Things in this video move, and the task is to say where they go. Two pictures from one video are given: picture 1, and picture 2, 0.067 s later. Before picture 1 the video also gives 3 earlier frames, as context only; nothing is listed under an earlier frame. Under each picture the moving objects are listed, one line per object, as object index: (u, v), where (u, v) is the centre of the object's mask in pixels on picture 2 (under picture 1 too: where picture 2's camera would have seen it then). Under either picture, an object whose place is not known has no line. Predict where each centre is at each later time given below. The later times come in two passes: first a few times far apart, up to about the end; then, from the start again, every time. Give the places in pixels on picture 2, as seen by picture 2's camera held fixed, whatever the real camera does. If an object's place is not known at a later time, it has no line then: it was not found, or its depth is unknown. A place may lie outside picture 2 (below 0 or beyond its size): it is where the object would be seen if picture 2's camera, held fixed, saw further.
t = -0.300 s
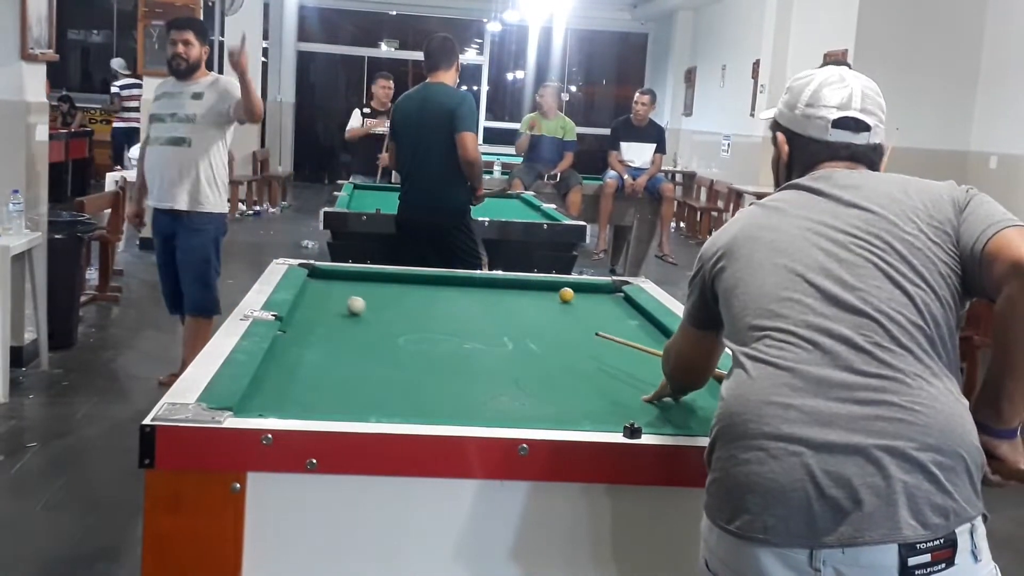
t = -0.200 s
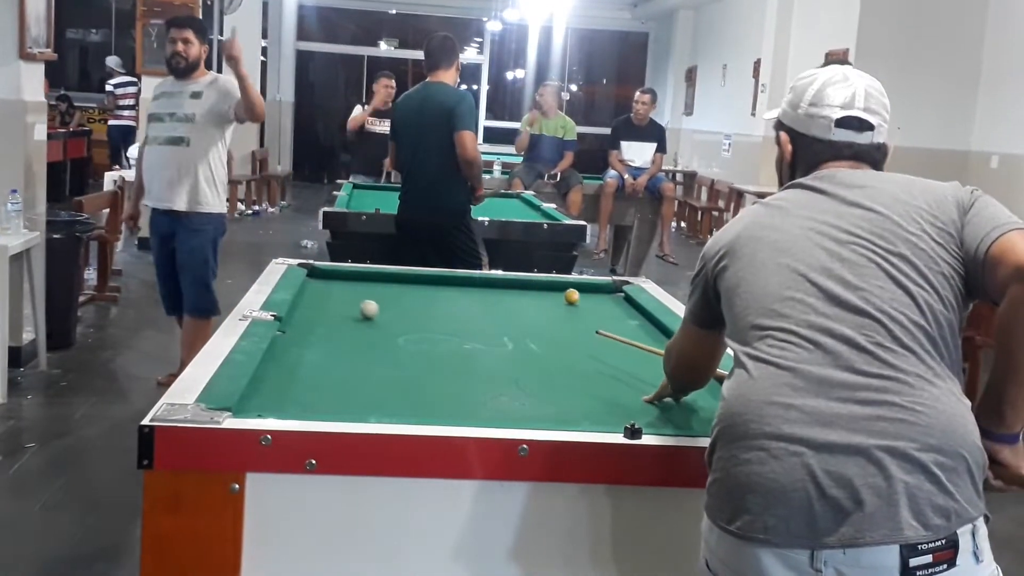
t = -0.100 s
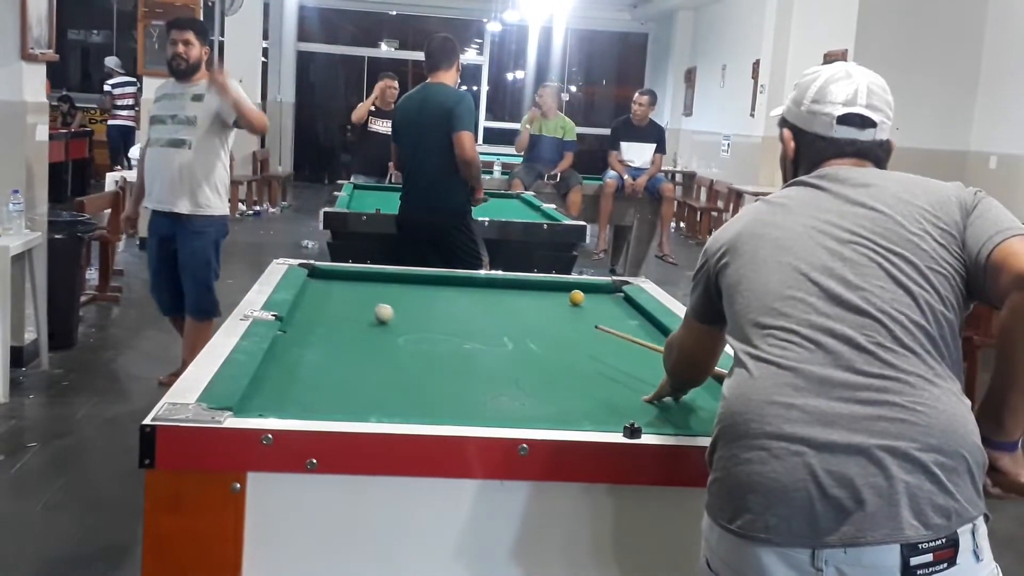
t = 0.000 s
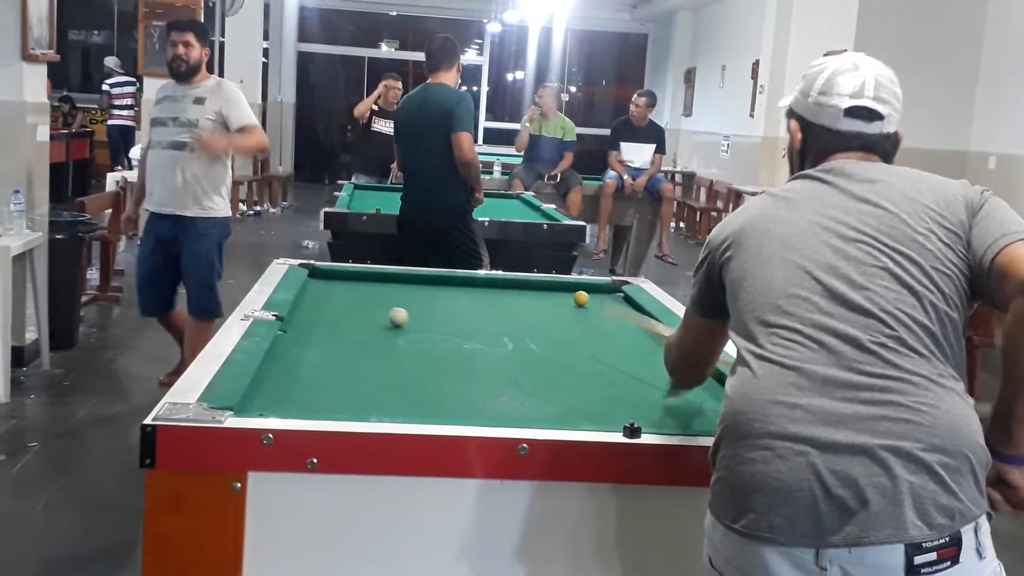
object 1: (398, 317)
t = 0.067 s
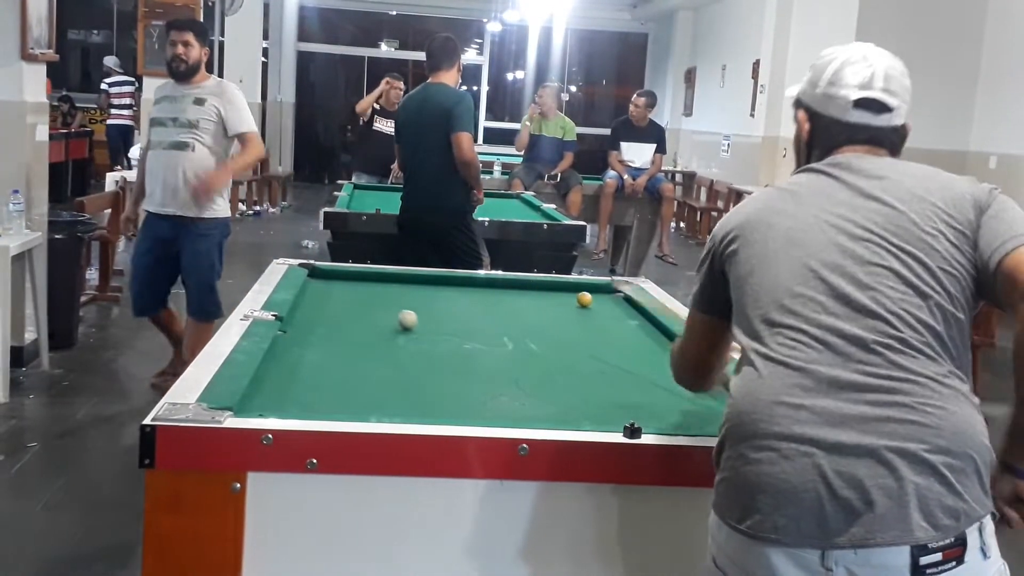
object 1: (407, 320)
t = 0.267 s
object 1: (436, 328)
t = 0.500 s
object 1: (470, 337)
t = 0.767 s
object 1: (511, 348)
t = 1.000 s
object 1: (547, 359)
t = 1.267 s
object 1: (588, 370)
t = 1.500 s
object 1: (629, 380)
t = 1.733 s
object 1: (662, 390)
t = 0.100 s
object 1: (412, 322)
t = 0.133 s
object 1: (417, 323)
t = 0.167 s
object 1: (422, 324)
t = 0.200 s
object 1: (427, 326)
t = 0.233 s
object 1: (432, 327)
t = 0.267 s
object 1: (436, 328)
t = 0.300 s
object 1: (441, 329)
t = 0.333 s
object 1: (446, 331)
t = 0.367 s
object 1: (451, 332)
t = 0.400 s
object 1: (456, 334)
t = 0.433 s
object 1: (461, 335)
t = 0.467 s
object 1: (466, 336)
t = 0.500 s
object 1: (470, 337)
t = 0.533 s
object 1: (476, 339)
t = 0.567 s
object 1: (481, 341)
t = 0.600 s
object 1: (485, 342)
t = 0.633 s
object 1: (490, 343)
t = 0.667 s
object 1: (496, 344)
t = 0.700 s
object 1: (501, 346)
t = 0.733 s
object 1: (506, 347)
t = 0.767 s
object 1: (511, 348)
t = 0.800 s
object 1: (516, 350)
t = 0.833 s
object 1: (521, 351)
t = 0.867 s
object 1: (526, 353)
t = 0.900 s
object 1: (531, 354)
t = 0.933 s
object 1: (536, 356)
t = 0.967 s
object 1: (542, 357)
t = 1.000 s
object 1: (547, 359)
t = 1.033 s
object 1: (552, 360)
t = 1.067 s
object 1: (557, 361)
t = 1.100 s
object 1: (562, 363)
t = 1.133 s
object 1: (567, 364)
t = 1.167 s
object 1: (573, 366)
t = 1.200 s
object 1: (578, 367)
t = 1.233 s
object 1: (583, 368)
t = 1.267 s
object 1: (588, 370)
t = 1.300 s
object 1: (594, 371)
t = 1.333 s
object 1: (600, 372)
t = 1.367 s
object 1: (606, 374)
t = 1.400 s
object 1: (612, 375)
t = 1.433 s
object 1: (618, 376)
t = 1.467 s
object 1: (623, 378)
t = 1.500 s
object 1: (629, 380)
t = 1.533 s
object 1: (633, 381)
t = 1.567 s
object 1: (638, 383)
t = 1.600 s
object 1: (643, 384)
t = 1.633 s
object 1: (648, 386)
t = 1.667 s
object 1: (652, 387)
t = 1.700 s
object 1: (657, 389)
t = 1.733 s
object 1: (662, 390)
